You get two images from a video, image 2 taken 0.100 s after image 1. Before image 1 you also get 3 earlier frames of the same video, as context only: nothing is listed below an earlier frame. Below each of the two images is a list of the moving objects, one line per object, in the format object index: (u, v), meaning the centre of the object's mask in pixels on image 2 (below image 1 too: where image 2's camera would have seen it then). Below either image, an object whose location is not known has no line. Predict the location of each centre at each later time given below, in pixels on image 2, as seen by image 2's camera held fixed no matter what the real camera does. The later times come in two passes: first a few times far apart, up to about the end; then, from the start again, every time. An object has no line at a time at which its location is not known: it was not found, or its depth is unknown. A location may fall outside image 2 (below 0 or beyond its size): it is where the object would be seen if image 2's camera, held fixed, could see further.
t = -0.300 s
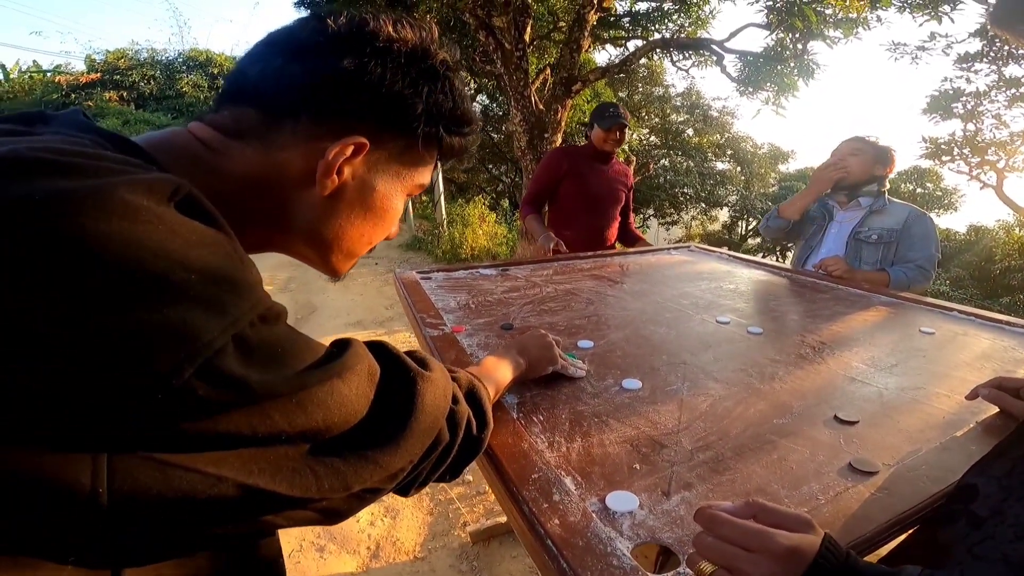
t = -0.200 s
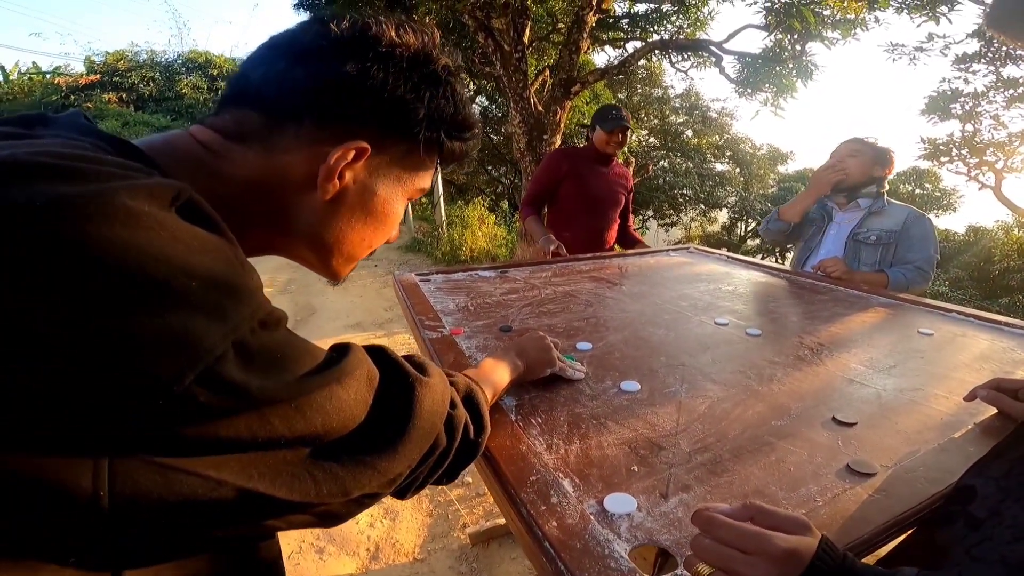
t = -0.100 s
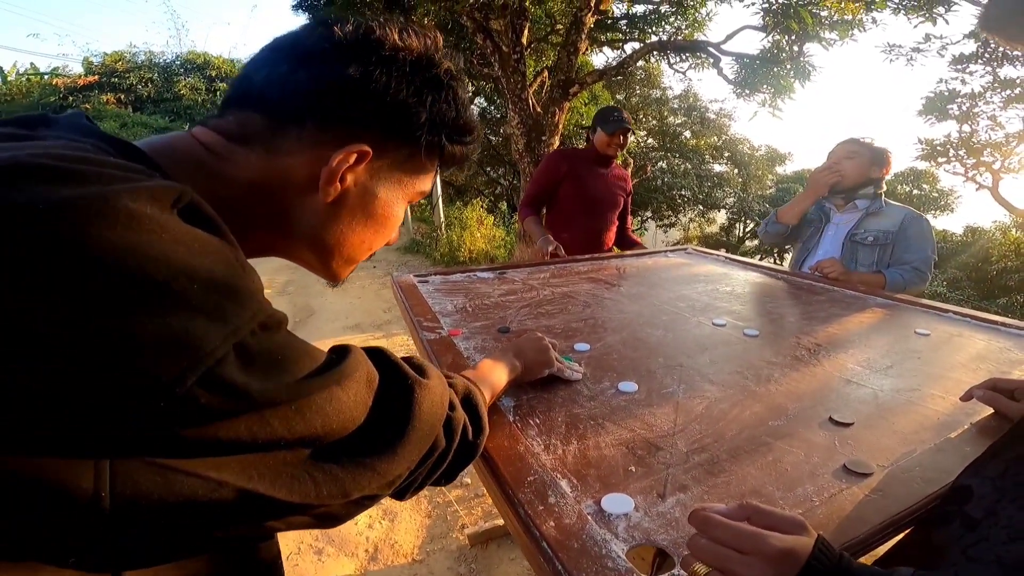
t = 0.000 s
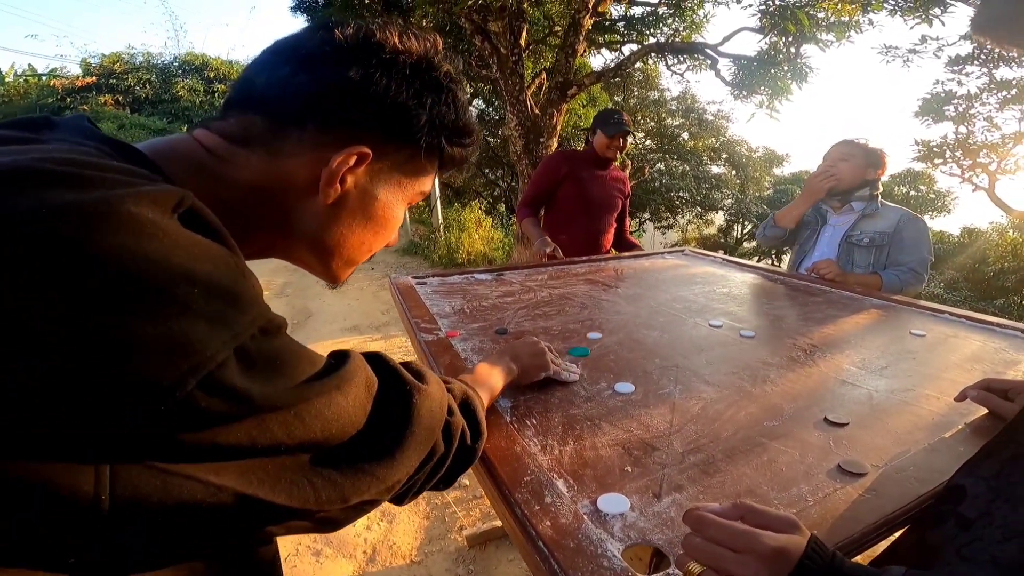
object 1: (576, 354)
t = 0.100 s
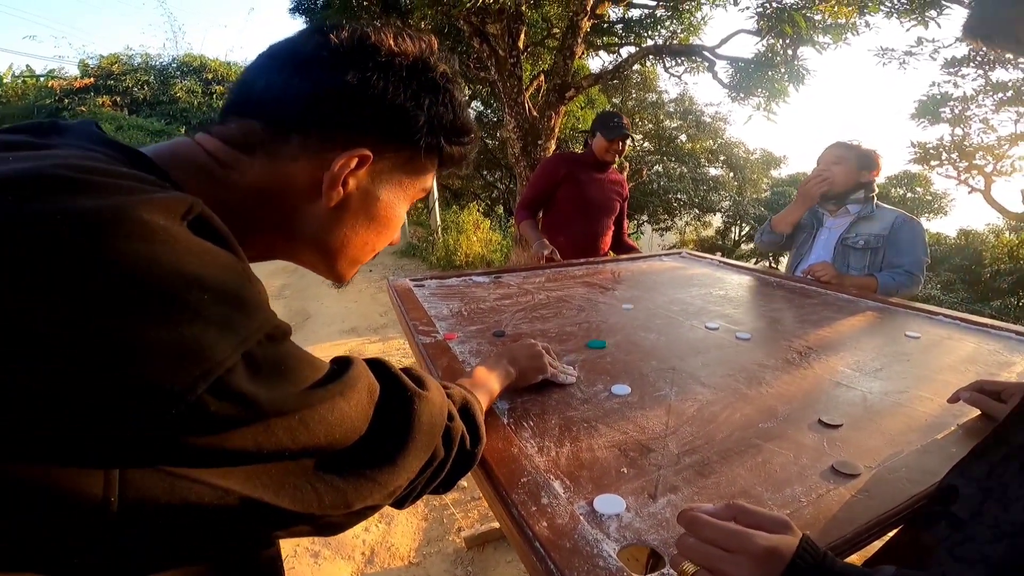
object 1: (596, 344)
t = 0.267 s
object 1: (616, 334)
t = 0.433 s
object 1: (624, 330)
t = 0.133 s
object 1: (603, 341)
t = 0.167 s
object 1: (605, 340)
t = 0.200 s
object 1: (611, 337)
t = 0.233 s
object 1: (615, 335)
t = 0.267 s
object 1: (616, 334)
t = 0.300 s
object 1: (619, 333)
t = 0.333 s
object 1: (622, 331)
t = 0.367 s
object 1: (622, 331)
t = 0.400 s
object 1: (624, 330)
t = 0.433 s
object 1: (624, 330)
